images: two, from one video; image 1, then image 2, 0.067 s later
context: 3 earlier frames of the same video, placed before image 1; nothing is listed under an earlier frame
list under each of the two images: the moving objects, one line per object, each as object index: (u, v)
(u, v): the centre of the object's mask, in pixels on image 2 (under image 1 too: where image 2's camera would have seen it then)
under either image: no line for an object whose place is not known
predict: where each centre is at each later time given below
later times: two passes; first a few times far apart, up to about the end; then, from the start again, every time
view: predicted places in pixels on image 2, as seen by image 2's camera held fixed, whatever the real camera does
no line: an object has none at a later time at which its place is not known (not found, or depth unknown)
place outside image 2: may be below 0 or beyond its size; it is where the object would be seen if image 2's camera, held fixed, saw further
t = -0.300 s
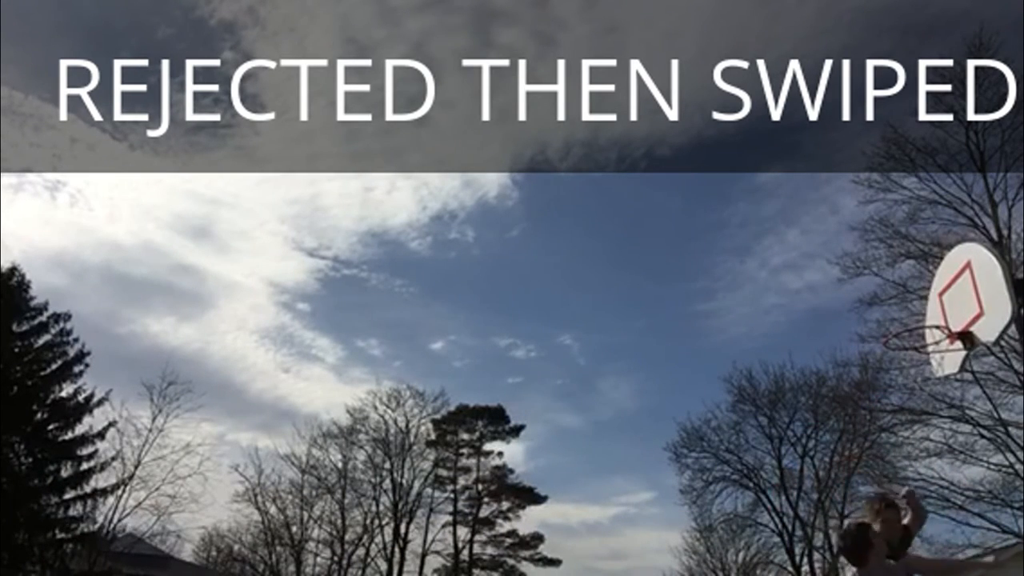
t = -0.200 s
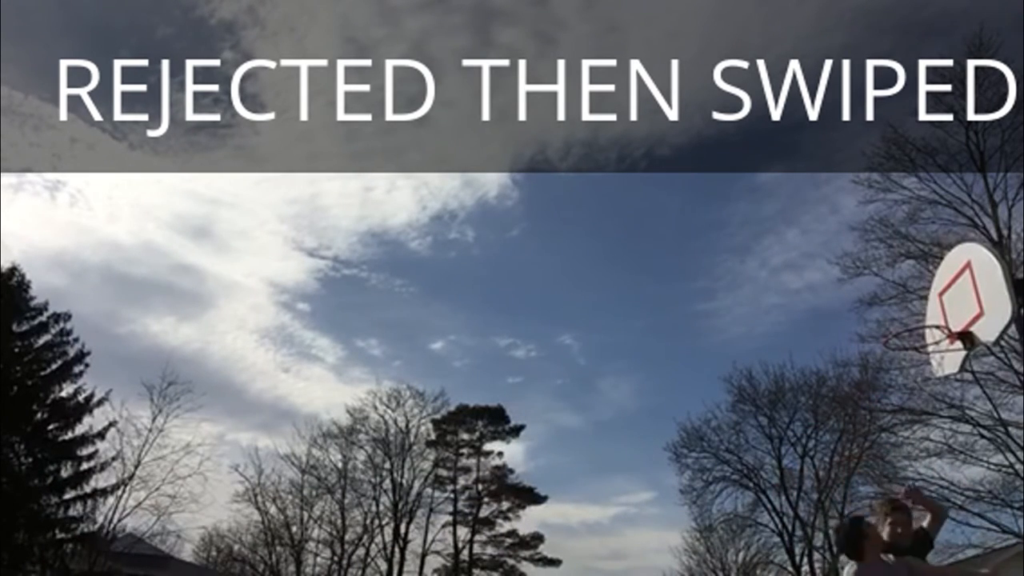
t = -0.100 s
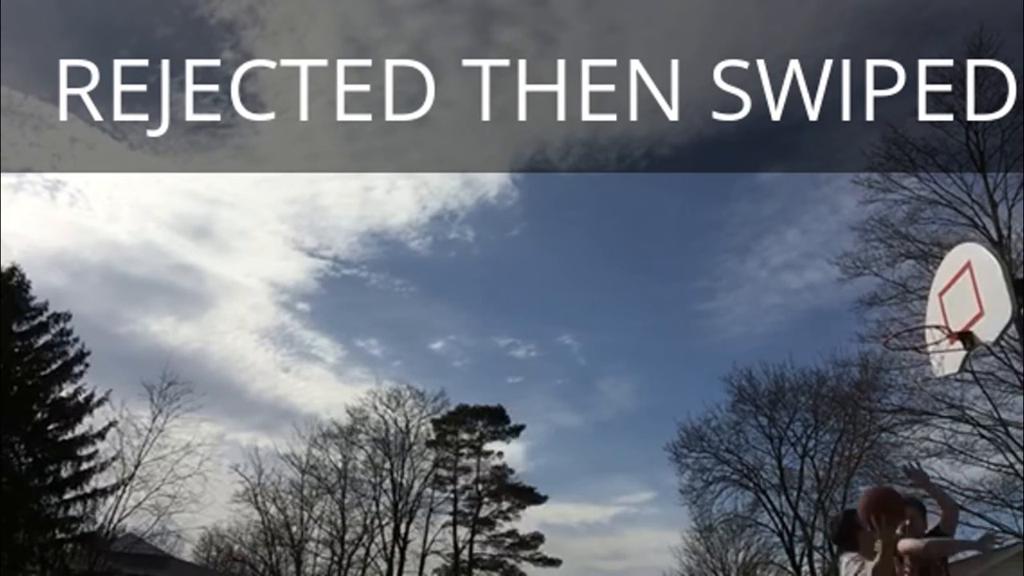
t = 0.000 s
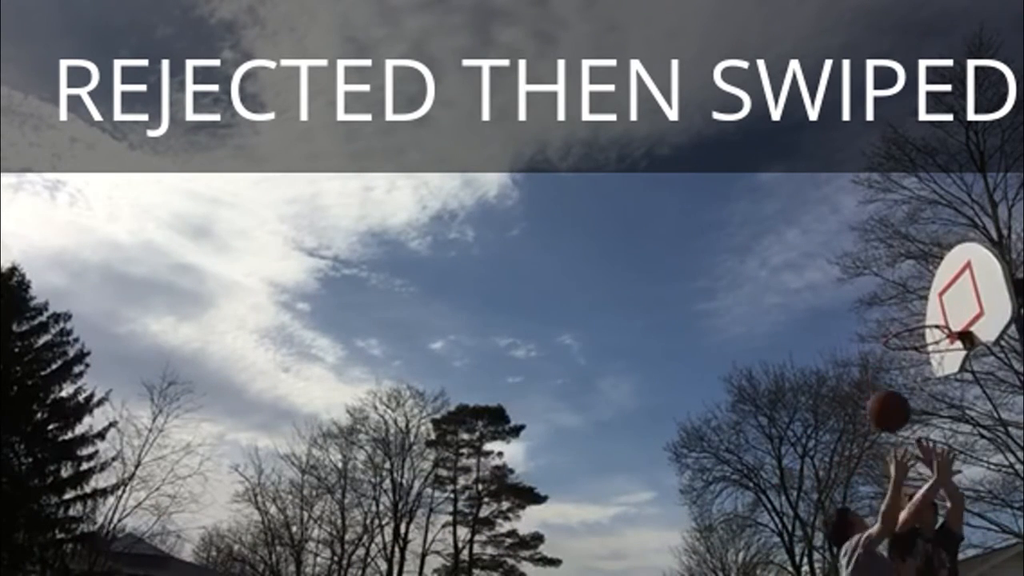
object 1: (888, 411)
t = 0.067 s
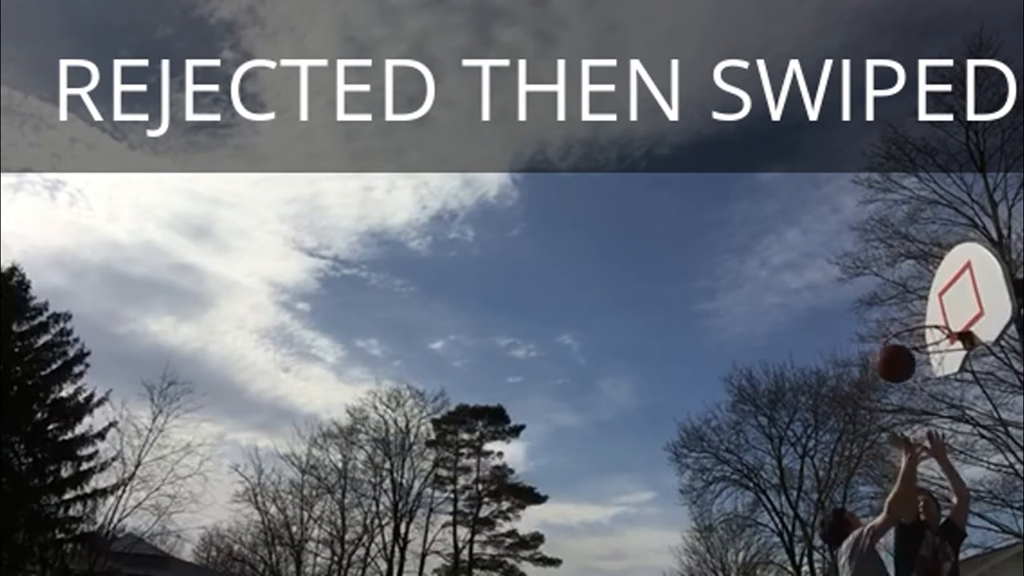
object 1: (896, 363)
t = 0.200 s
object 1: (908, 301)
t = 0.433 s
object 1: (937, 261)
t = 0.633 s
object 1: (907, 282)
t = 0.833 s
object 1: (859, 346)
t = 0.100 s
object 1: (898, 344)
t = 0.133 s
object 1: (902, 327)
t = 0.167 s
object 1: (906, 313)
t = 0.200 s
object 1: (908, 301)
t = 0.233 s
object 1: (912, 290)
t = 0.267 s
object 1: (916, 281)
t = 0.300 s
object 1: (919, 274)
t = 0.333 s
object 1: (924, 269)
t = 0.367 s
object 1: (928, 266)
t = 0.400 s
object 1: (933, 262)
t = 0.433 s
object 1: (937, 261)
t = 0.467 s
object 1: (942, 261)
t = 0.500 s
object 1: (946, 263)
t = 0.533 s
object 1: (936, 267)
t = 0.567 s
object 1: (926, 271)
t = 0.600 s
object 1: (917, 276)
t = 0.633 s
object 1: (907, 282)
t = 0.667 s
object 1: (898, 290)
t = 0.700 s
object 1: (890, 299)
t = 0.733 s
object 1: (881, 309)
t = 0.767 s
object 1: (874, 320)
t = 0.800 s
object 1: (866, 332)
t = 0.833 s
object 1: (859, 346)
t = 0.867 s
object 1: (851, 361)
